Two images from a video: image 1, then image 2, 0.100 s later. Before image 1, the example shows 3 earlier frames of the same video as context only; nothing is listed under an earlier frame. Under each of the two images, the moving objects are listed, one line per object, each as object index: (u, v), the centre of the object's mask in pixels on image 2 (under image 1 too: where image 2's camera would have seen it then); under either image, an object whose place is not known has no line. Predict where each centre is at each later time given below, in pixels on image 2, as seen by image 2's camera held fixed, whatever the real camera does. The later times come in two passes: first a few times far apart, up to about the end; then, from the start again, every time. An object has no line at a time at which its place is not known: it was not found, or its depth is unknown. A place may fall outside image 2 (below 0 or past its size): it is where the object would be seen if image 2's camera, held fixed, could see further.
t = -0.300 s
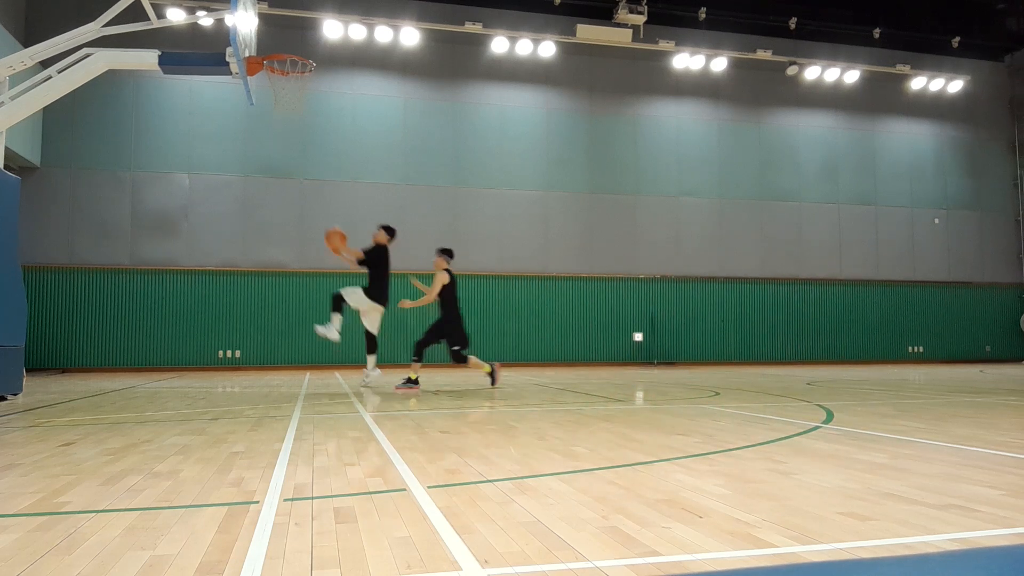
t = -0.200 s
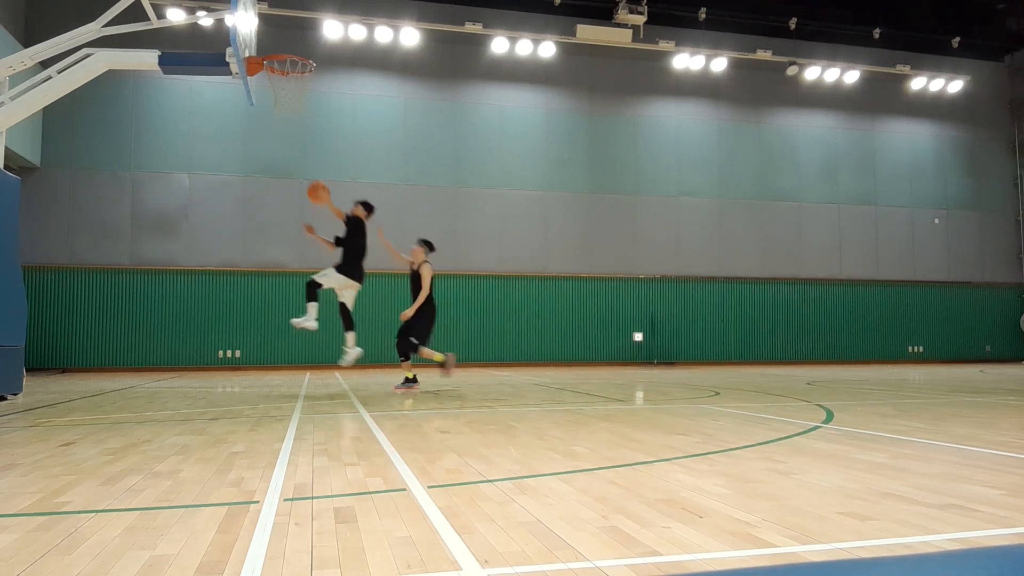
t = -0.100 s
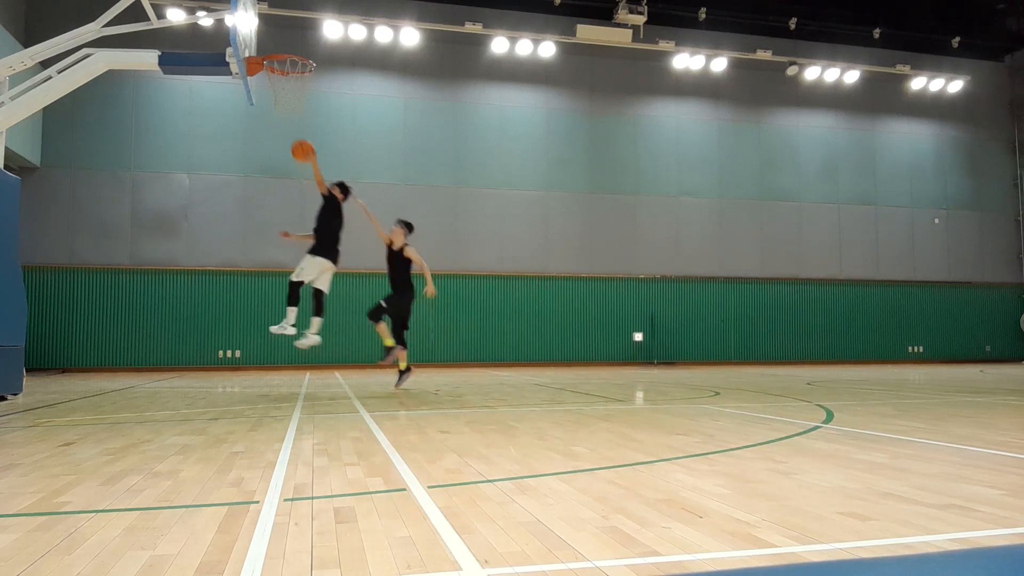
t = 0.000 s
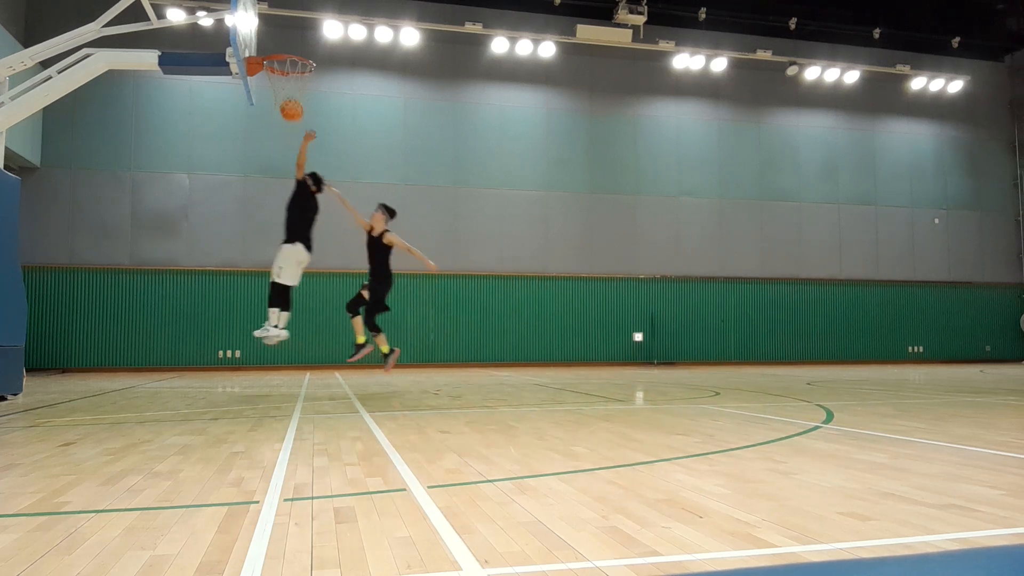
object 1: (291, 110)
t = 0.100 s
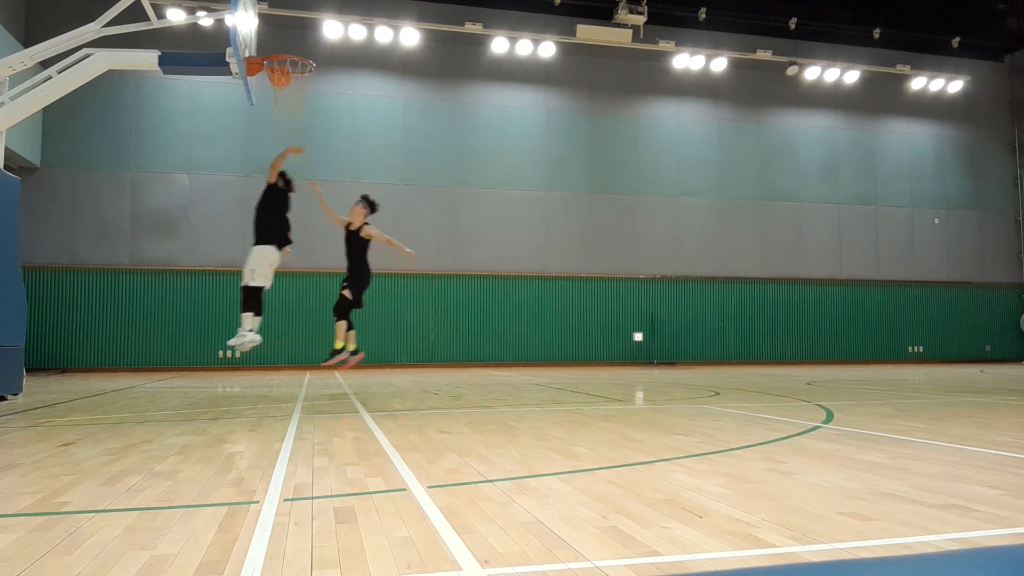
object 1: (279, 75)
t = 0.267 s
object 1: (264, 40)
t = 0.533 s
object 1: (285, 50)
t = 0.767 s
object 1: (294, 64)
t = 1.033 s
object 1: (278, 110)
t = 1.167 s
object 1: (273, 151)
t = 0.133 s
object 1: (277, 67)
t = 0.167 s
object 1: (275, 59)
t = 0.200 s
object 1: (269, 48)
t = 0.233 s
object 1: (266, 44)
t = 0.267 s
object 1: (264, 40)
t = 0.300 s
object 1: (267, 37)
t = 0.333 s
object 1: (269, 36)
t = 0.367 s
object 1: (272, 36)
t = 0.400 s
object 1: (275, 37)
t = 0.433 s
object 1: (277, 38)
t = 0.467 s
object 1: (280, 41)
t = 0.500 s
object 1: (283, 45)
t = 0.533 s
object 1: (285, 50)
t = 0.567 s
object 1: (288, 58)
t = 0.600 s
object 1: (289, 60)
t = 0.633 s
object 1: (290, 58)
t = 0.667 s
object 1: (290, 58)
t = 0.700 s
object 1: (291, 59)
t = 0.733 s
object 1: (291, 60)
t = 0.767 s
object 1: (294, 64)
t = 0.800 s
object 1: (290, 68)
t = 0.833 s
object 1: (289, 70)
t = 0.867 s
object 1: (286, 75)
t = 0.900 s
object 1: (284, 82)
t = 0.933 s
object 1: (282, 89)
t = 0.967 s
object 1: (281, 96)
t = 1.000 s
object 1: (279, 102)
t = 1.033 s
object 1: (278, 110)
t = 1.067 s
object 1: (277, 119)
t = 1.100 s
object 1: (275, 128)
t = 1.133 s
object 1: (274, 139)
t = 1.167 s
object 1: (273, 151)
